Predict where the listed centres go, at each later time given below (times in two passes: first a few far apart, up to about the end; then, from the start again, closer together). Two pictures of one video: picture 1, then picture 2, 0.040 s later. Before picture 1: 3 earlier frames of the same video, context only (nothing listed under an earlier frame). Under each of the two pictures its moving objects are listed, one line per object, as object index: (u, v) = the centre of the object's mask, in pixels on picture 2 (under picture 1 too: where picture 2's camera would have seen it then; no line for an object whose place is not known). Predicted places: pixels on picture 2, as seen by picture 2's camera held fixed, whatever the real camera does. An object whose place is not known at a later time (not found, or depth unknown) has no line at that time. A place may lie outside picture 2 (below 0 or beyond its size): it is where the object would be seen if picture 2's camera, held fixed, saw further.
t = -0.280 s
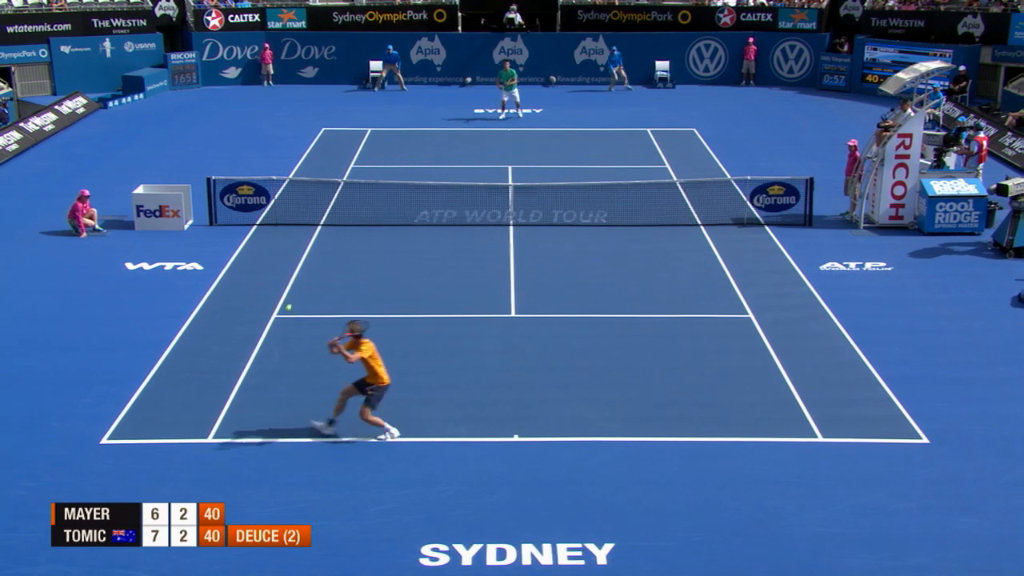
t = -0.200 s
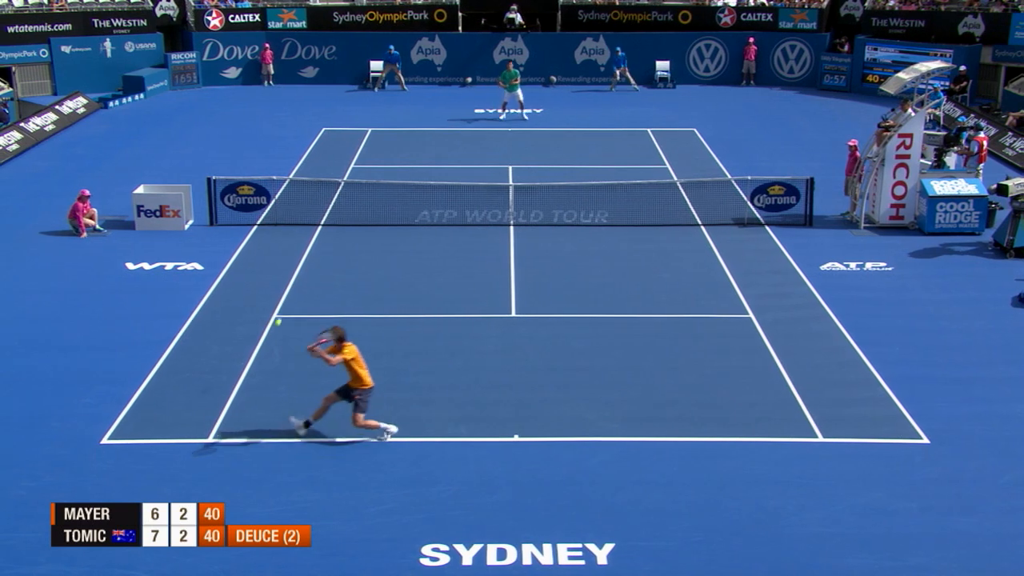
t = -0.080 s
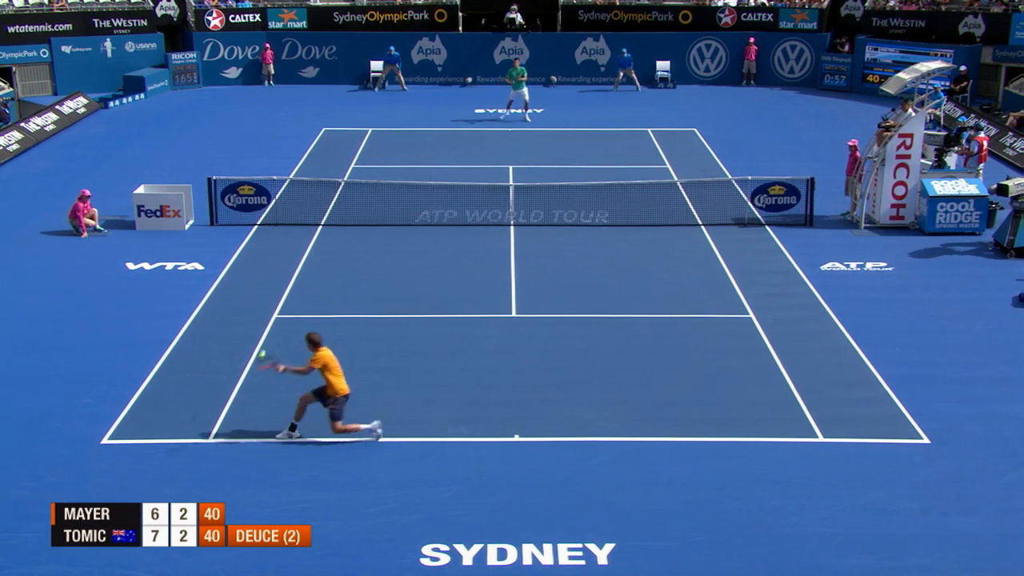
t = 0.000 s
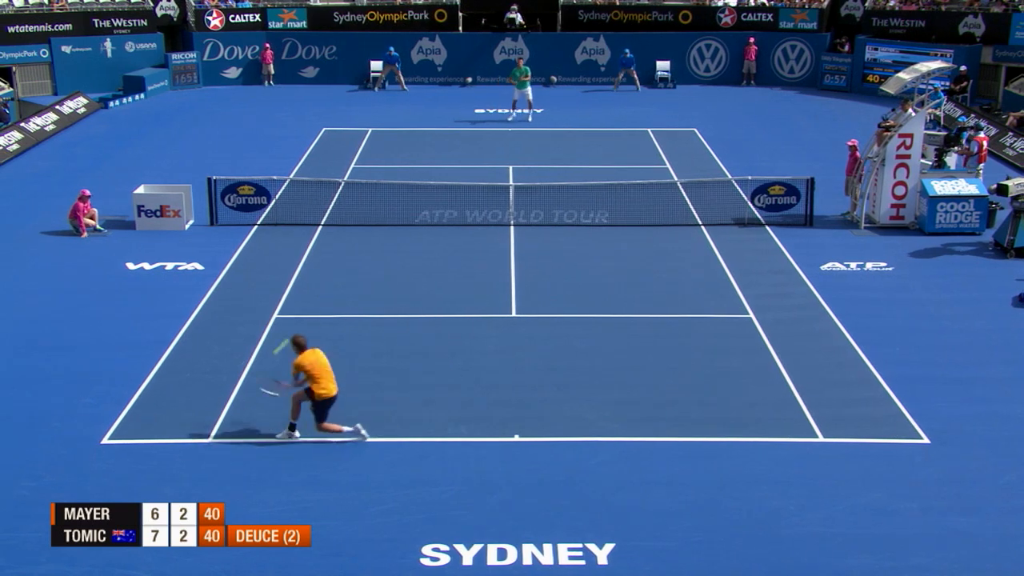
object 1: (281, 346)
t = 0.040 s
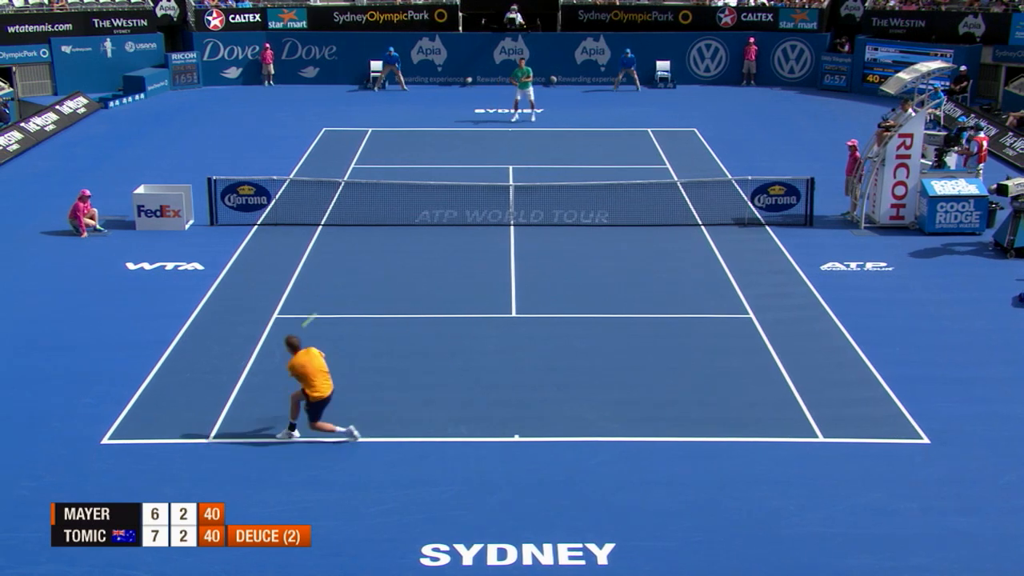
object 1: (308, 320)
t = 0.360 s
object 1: (461, 194)
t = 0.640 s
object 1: (538, 154)
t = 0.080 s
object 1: (334, 296)
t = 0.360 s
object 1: (461, 194)
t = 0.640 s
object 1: (538, 154)
